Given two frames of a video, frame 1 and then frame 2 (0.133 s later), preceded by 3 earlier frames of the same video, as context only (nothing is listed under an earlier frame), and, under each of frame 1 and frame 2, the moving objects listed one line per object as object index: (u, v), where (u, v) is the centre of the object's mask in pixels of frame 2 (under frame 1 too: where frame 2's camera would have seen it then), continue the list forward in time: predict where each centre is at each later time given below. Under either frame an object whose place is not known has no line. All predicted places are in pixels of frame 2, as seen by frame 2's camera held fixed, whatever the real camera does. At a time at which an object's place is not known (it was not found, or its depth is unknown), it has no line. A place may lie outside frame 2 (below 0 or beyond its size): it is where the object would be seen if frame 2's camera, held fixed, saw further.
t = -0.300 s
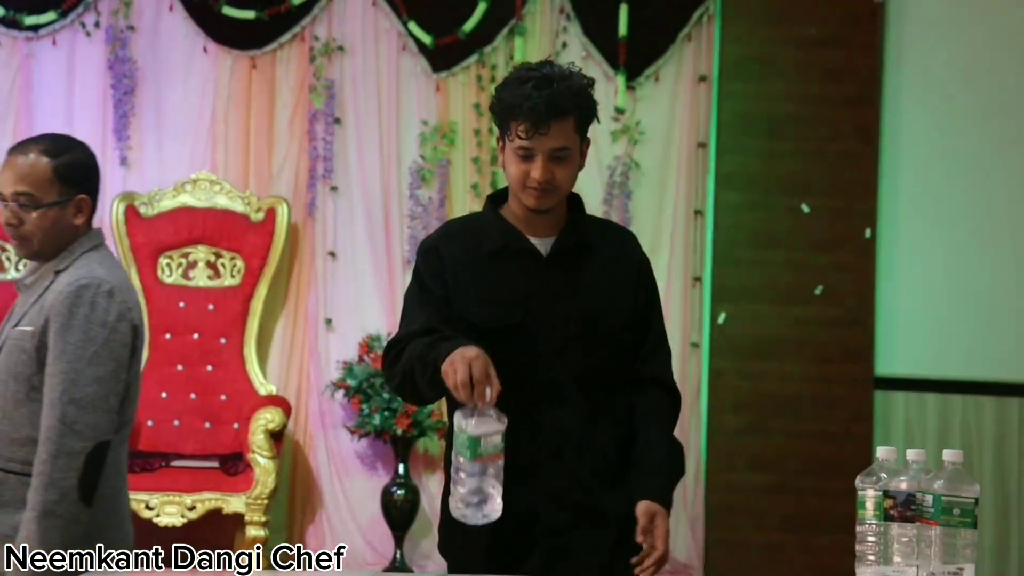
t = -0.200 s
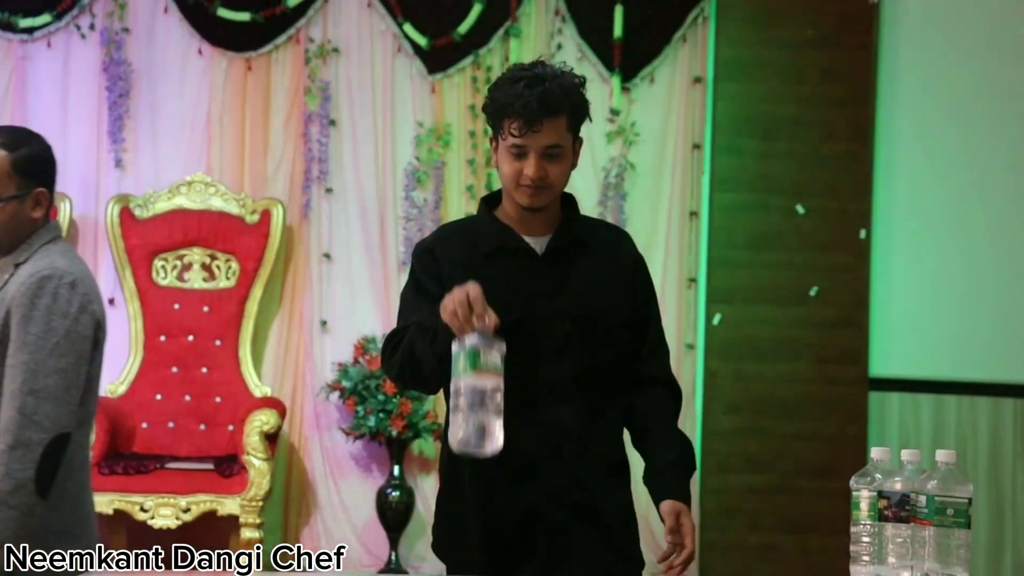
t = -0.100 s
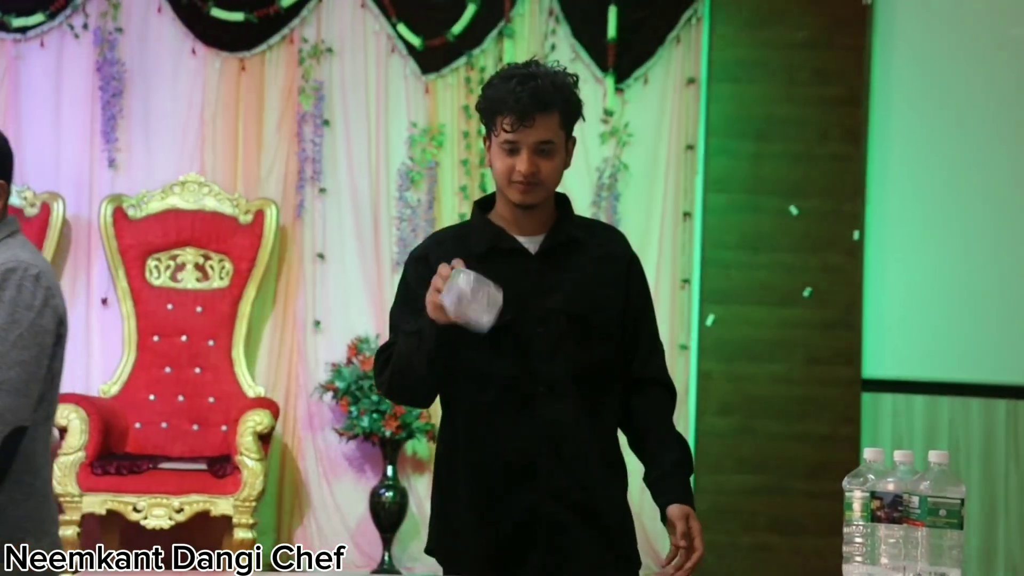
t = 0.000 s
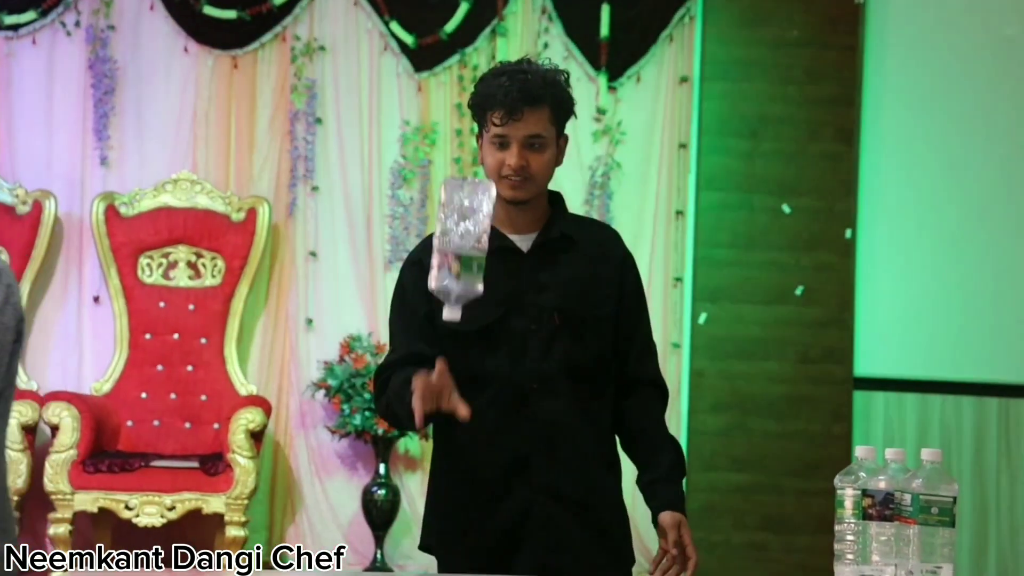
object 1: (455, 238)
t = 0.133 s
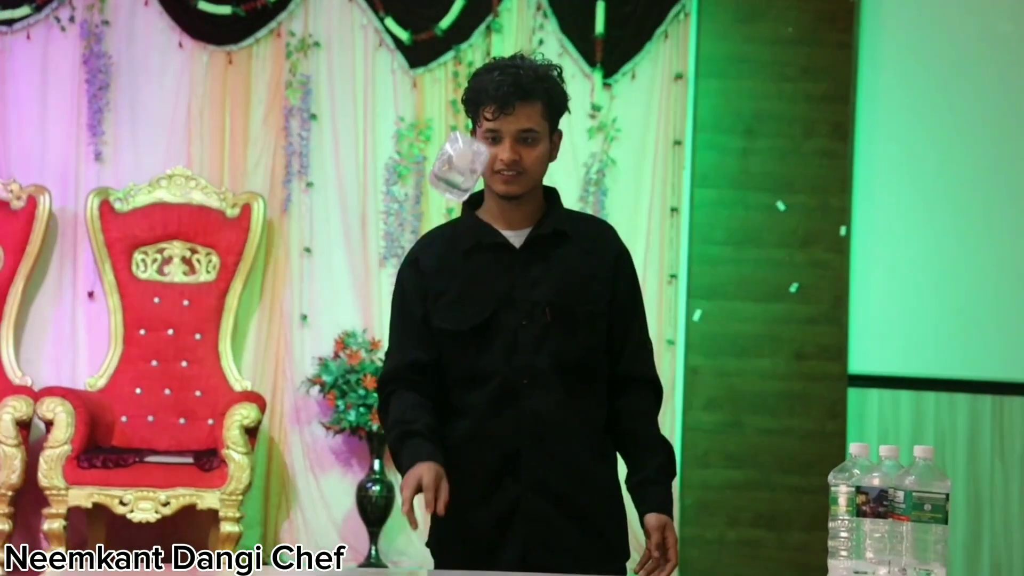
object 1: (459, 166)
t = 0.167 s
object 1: (457, 168)
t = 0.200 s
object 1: (456, 180)
